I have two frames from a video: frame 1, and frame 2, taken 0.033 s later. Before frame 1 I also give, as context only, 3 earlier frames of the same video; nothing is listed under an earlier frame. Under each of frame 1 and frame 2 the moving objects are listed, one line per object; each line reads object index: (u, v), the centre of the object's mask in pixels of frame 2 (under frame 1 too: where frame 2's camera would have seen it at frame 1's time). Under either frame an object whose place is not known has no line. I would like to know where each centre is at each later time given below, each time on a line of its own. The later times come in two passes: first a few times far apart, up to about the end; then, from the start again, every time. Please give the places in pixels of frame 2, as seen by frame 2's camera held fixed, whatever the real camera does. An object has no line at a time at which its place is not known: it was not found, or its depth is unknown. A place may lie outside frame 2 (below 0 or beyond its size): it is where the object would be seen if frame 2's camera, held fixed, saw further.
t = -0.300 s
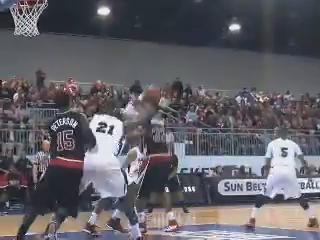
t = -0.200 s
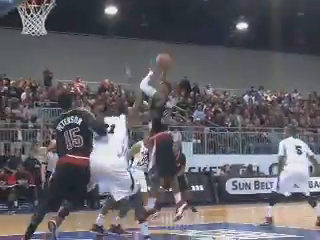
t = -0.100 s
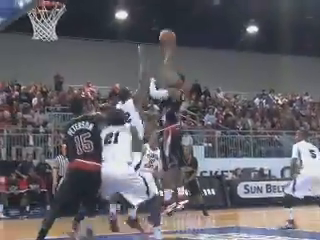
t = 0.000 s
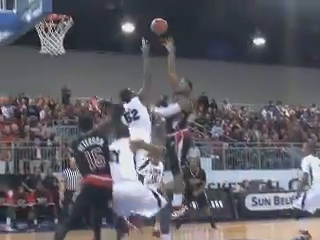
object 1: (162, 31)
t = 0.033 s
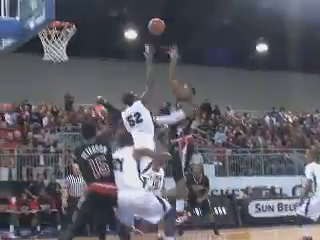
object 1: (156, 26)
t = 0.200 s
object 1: (127, -1)
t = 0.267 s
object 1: (115, -4)
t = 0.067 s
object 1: (150, 17)
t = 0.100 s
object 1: (145, 13)
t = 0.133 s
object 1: (139, 8)
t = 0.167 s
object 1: (133, 3)
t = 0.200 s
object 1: (127, -1)
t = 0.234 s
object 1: (121, -2)
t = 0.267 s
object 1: (115, -4)
